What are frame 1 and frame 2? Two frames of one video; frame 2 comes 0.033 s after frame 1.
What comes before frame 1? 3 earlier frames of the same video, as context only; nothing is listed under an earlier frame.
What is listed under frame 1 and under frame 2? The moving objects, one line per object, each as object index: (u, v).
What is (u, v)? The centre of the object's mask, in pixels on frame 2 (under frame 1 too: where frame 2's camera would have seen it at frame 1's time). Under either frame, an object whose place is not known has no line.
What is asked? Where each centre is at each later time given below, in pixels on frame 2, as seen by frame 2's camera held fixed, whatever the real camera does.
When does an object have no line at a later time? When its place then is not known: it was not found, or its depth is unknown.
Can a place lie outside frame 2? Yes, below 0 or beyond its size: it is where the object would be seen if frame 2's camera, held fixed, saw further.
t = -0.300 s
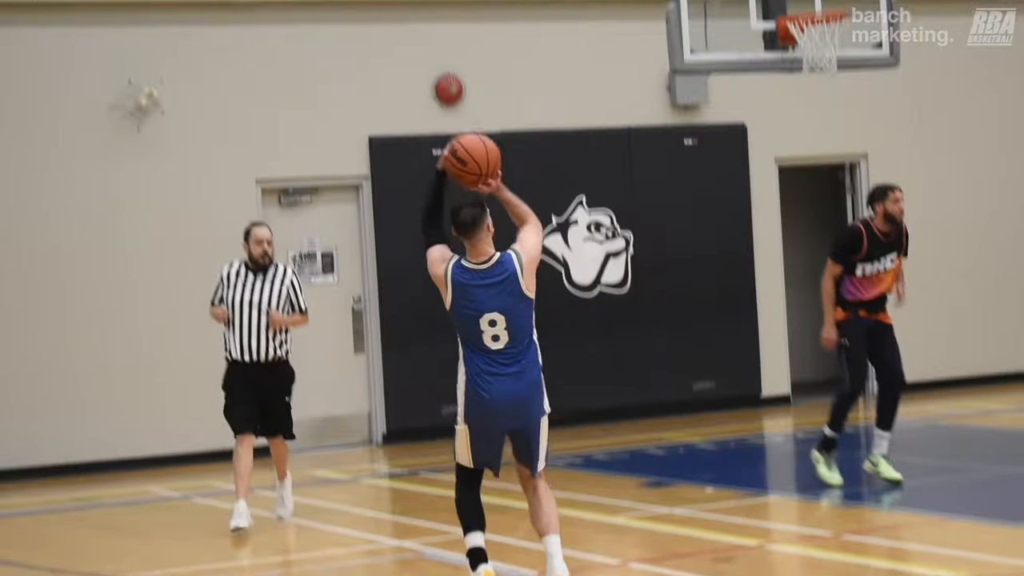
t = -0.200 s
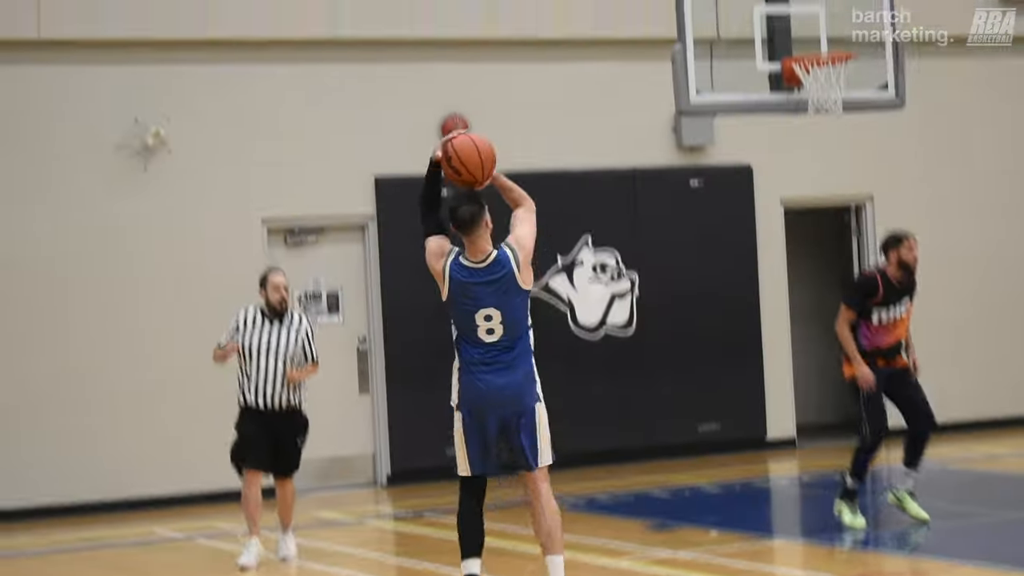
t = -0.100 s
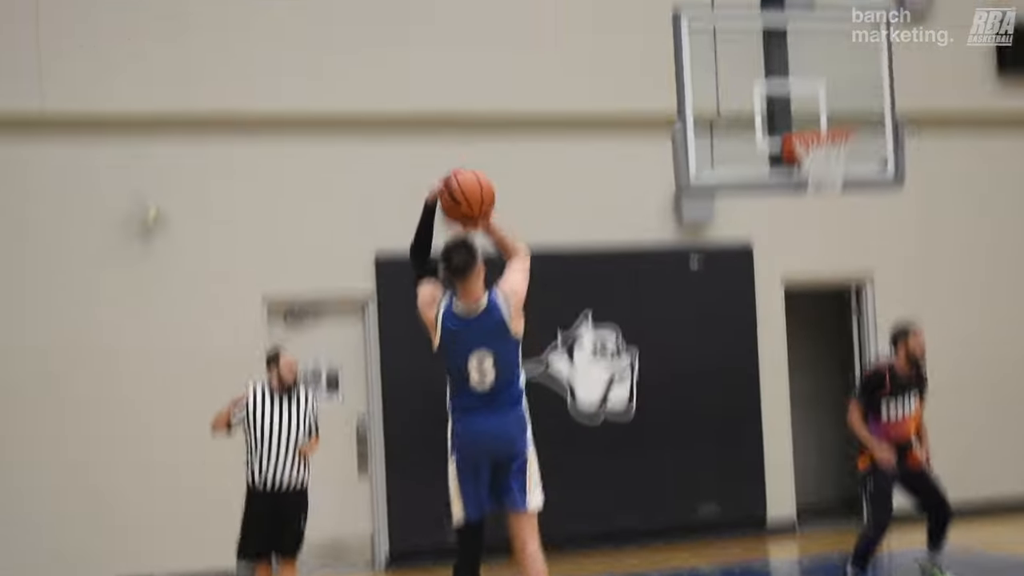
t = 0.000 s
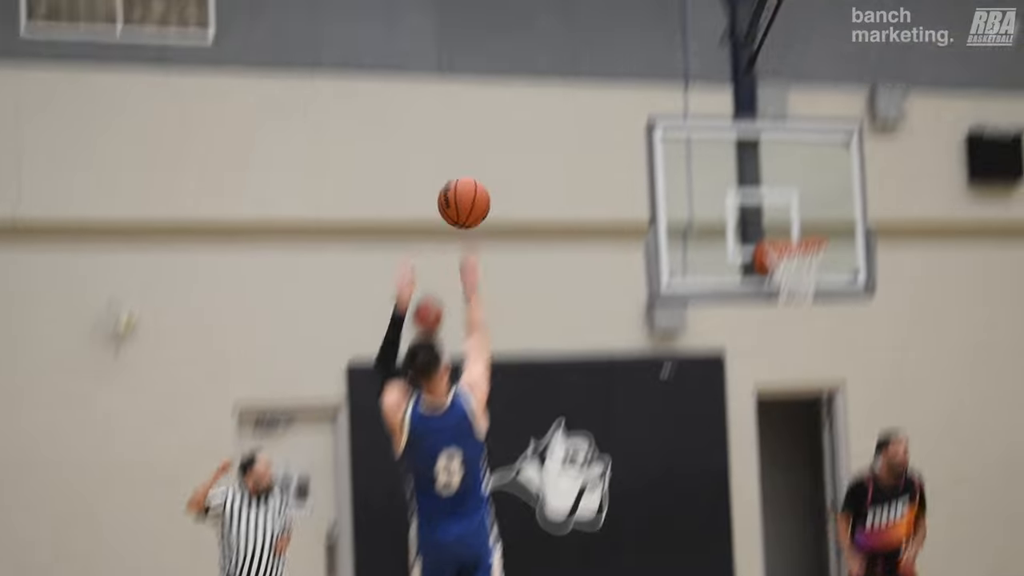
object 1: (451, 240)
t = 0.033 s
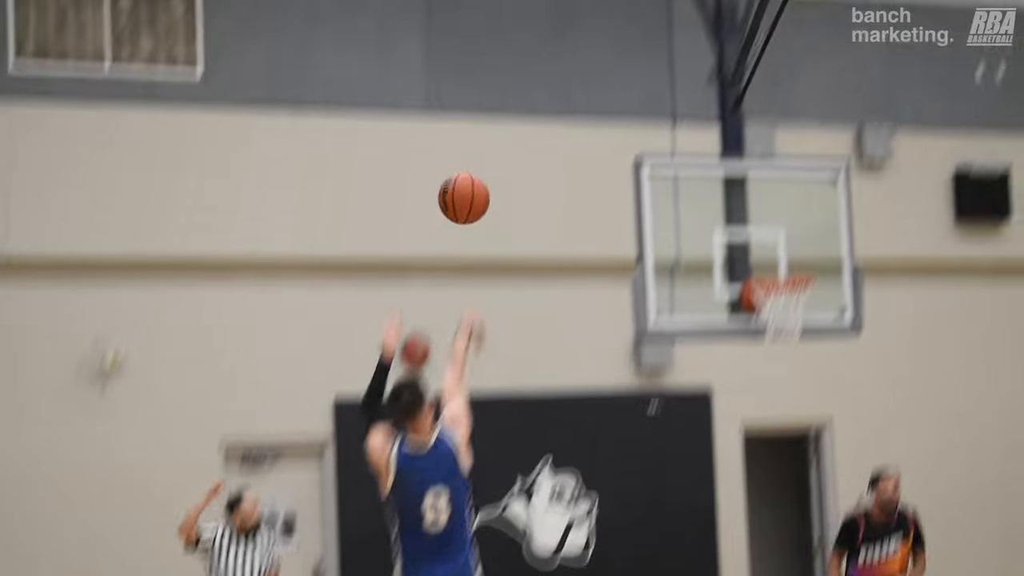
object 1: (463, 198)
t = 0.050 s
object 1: (469, 179)
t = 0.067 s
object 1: (475, 161)
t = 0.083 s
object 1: (481, 143)
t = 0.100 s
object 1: (487, 126)
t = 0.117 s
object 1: (493, 110)
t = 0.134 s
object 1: (498, 95)
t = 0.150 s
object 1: (504, 81)
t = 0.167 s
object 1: (509, 67)
